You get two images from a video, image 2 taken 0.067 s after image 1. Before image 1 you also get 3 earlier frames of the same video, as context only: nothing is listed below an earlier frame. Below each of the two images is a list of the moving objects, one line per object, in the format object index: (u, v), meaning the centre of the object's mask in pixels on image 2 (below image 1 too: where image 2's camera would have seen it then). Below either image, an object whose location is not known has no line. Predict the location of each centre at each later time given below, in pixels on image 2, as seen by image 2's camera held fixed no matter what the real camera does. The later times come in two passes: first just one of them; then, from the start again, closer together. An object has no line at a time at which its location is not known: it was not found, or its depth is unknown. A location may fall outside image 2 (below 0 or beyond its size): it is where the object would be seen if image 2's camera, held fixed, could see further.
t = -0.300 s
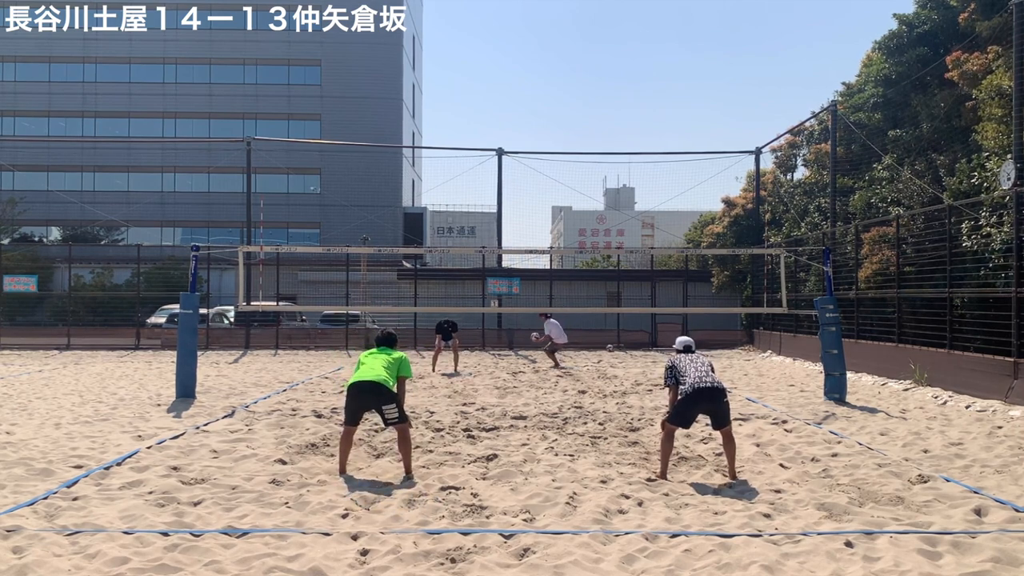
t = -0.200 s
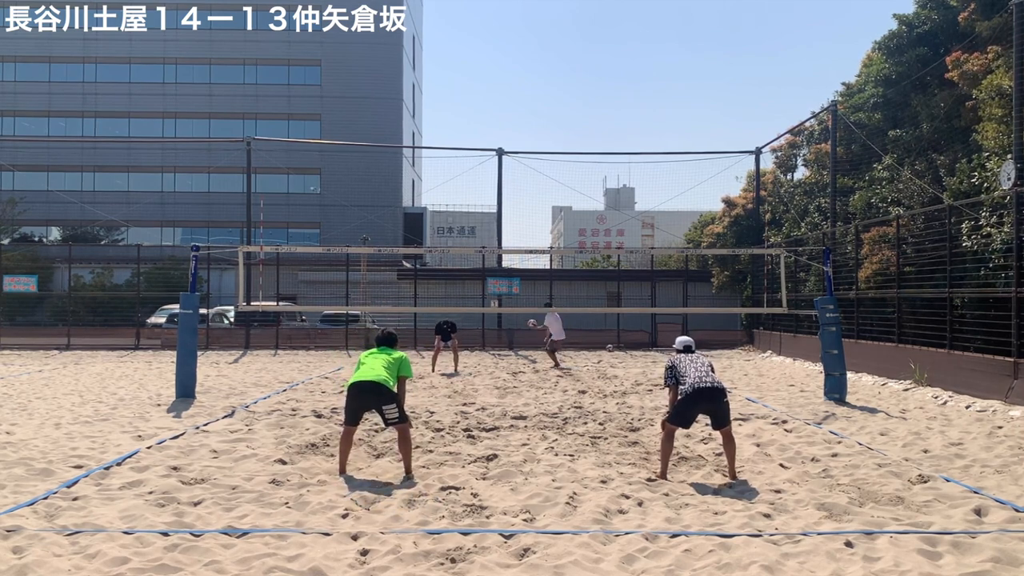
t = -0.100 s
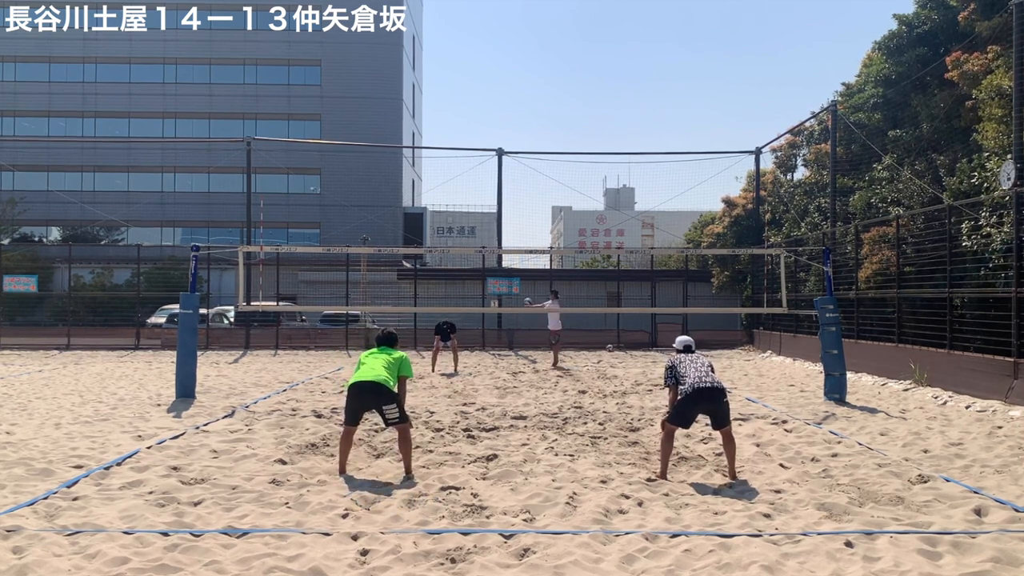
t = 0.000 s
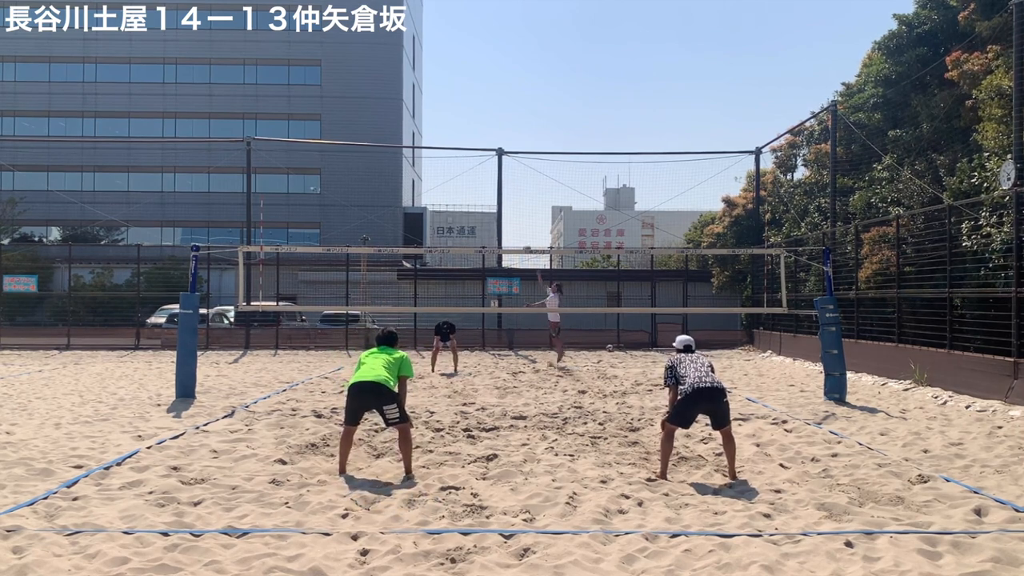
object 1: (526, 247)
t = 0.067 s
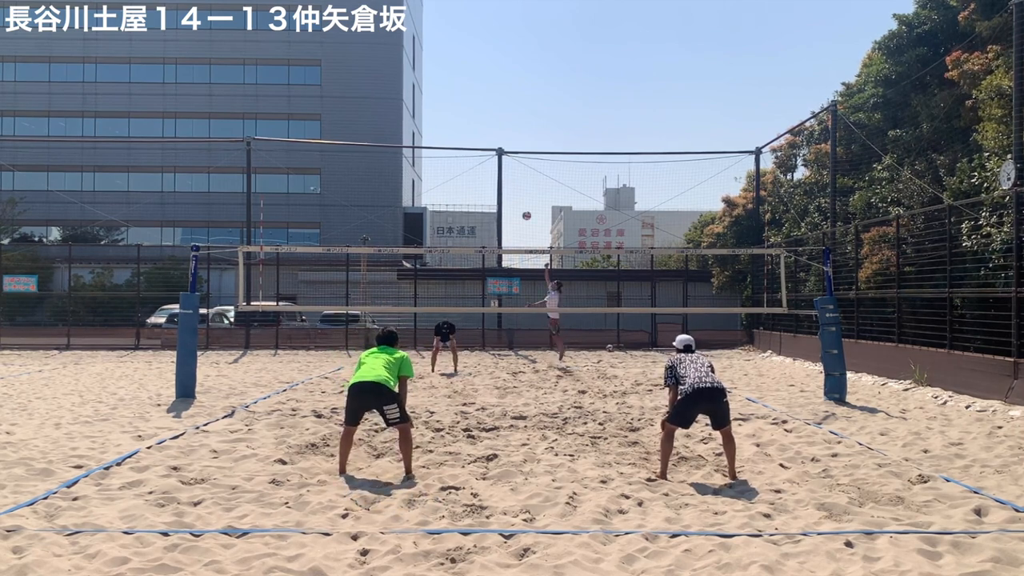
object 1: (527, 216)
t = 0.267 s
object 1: (528, 118)
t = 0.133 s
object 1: (526, 182)
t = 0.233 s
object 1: (527, 134)
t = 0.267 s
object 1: (528, 118)
